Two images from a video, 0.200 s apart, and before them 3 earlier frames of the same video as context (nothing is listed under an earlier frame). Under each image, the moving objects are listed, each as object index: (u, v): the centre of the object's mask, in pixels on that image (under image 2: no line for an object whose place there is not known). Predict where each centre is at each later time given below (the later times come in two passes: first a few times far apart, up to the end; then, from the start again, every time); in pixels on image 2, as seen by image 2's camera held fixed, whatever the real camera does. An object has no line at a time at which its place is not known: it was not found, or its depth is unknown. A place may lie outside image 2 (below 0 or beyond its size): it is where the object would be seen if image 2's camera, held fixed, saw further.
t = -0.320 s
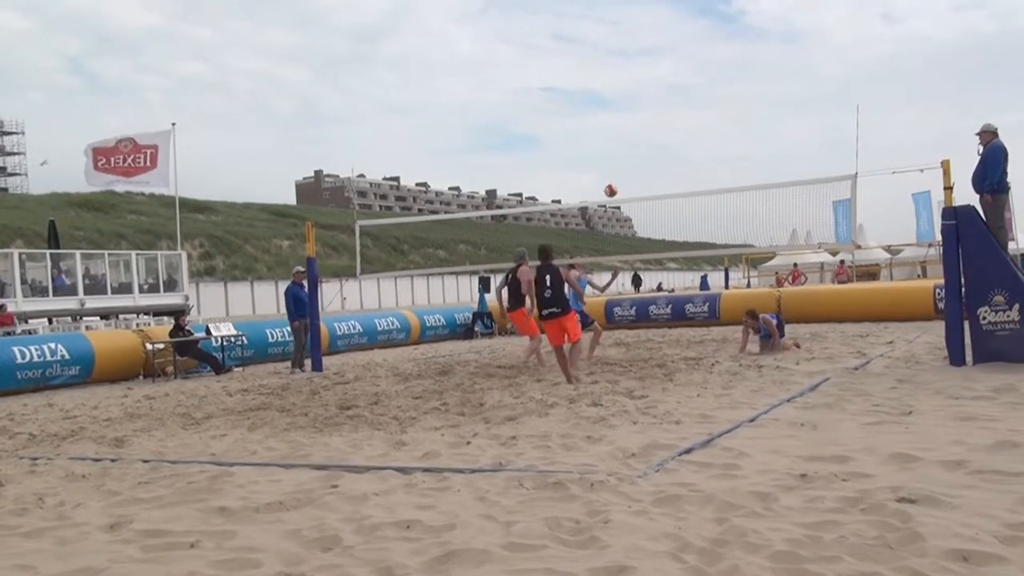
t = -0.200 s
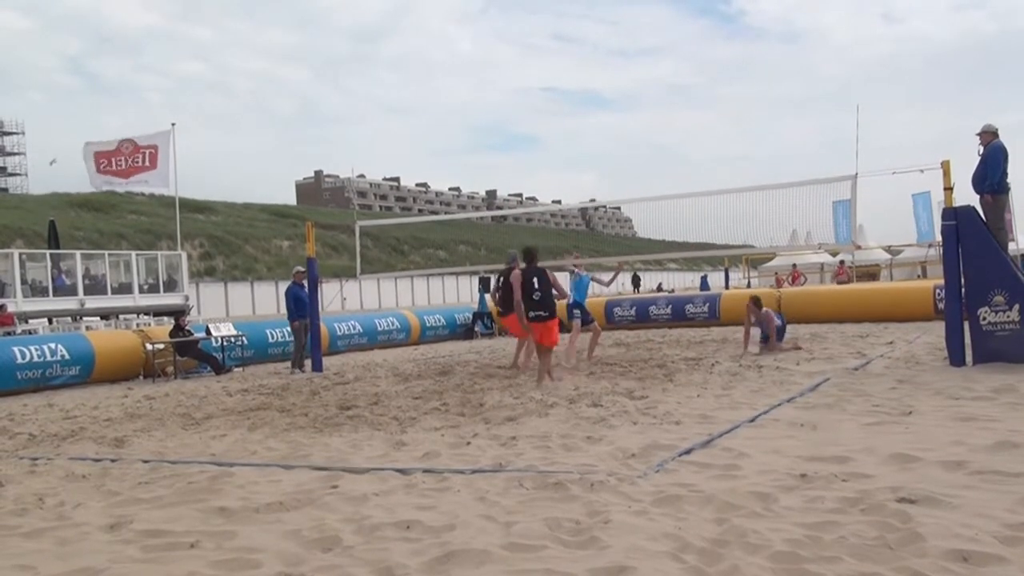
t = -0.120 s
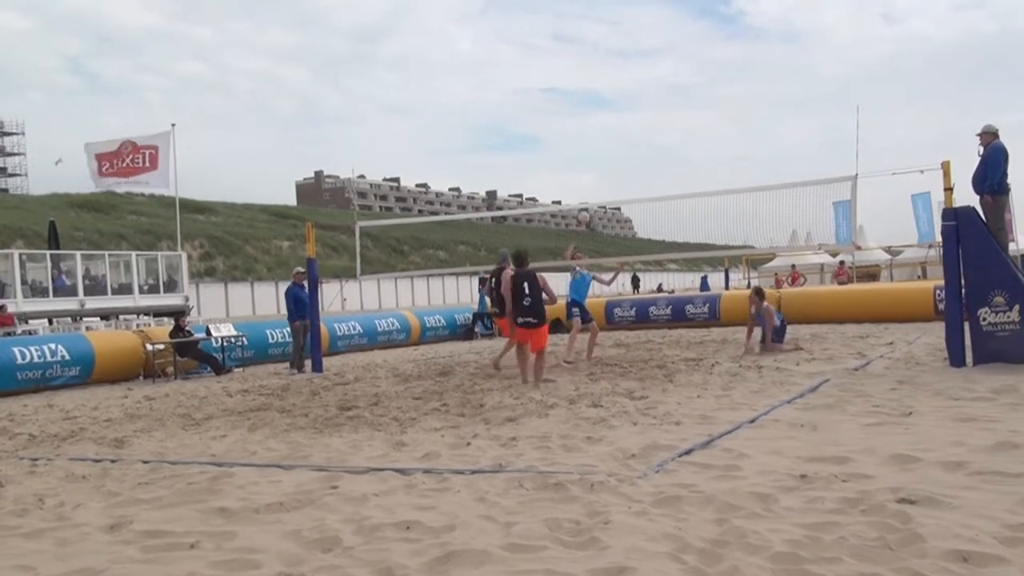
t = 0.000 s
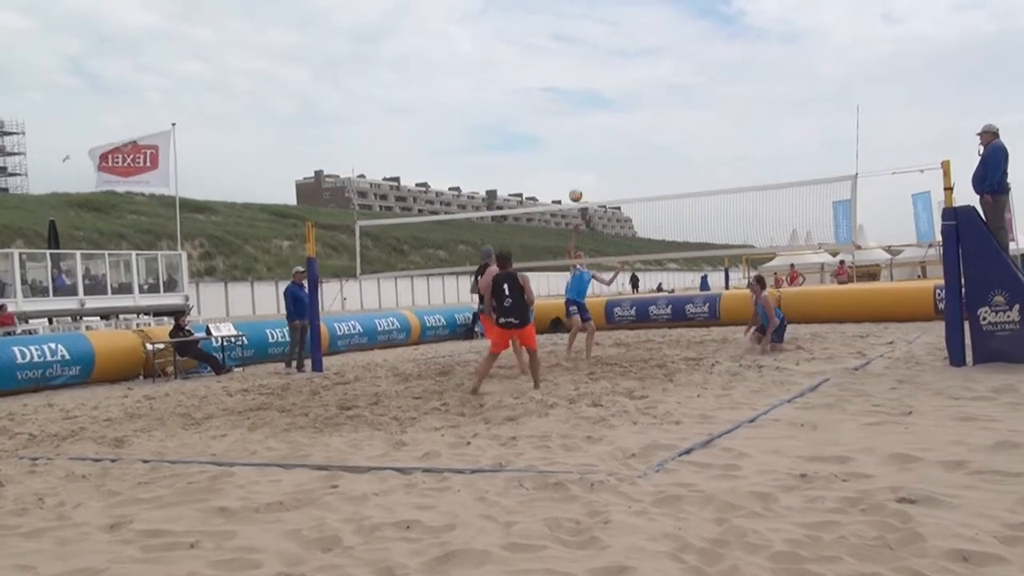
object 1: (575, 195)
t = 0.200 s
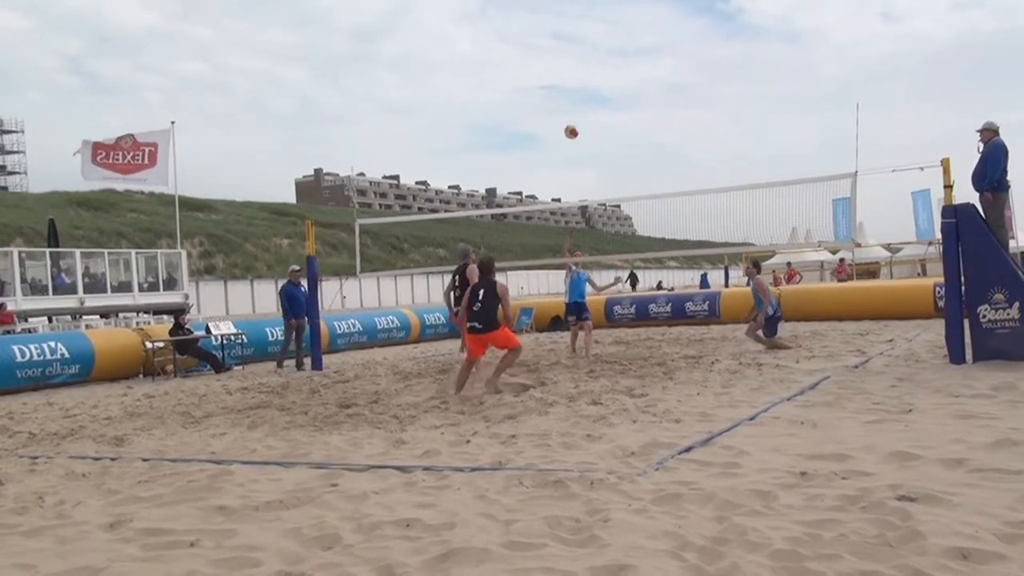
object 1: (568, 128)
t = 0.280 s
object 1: (569, 111)
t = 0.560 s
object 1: (561, 78)
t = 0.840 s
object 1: (550, 103)
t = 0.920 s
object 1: (547, 122)
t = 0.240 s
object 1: (571, 118)
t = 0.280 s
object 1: (569, 111)
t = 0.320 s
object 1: (567, 103)
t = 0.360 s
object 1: (568, 97)
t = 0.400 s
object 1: (567, 93)
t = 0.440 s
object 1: (565, 88)
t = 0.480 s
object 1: (563, 83)
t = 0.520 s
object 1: (562, 79)
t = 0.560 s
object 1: (561, 78)
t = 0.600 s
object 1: (560, 78)
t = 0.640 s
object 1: (559, 81)
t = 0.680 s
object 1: (558, 83)
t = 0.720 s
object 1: (556, 86)
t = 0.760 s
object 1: (554, 90)
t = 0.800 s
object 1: (552, 95)
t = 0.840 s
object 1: (550, 103)
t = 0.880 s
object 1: (549, 111)
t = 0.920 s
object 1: (547, 122)
